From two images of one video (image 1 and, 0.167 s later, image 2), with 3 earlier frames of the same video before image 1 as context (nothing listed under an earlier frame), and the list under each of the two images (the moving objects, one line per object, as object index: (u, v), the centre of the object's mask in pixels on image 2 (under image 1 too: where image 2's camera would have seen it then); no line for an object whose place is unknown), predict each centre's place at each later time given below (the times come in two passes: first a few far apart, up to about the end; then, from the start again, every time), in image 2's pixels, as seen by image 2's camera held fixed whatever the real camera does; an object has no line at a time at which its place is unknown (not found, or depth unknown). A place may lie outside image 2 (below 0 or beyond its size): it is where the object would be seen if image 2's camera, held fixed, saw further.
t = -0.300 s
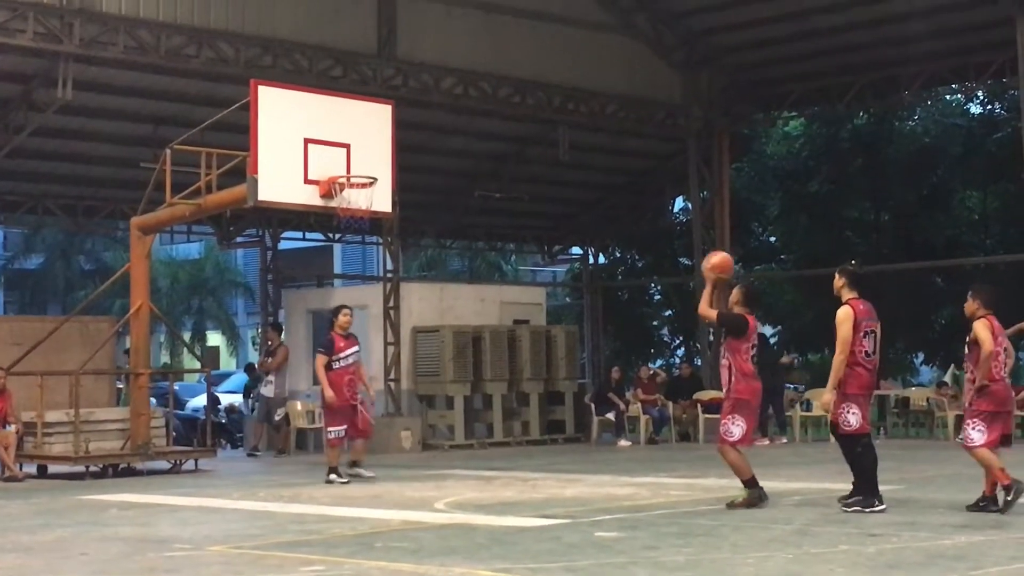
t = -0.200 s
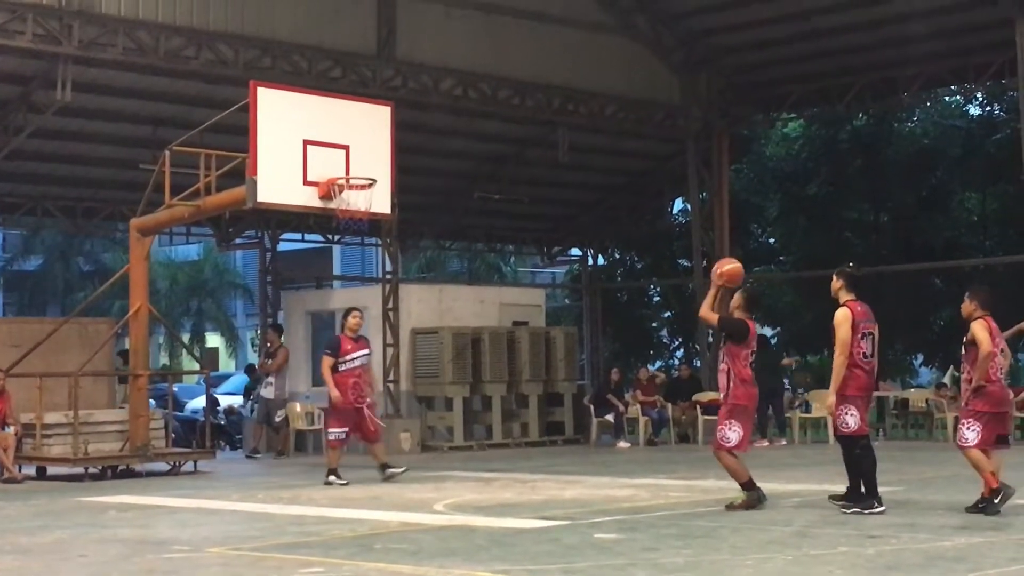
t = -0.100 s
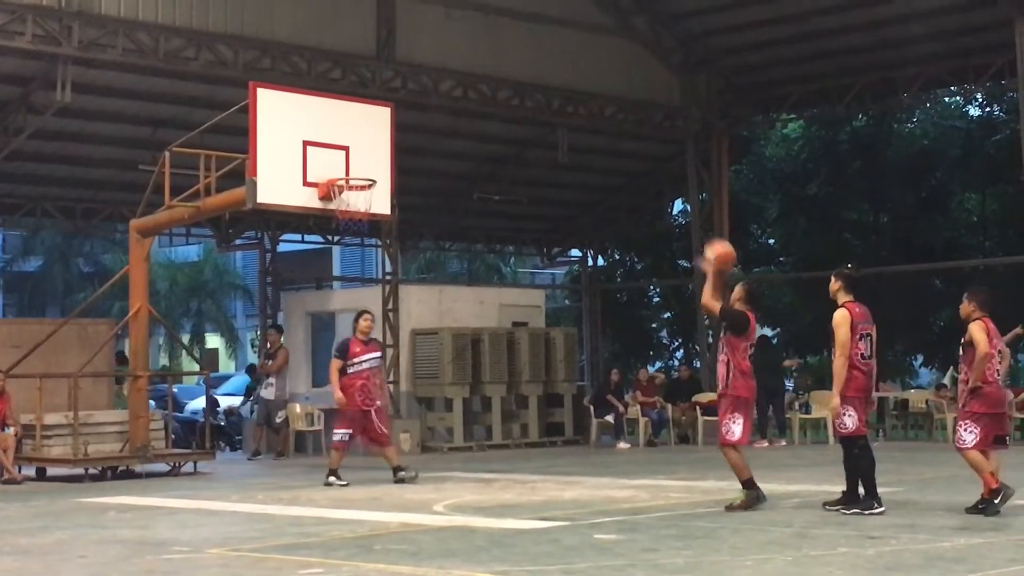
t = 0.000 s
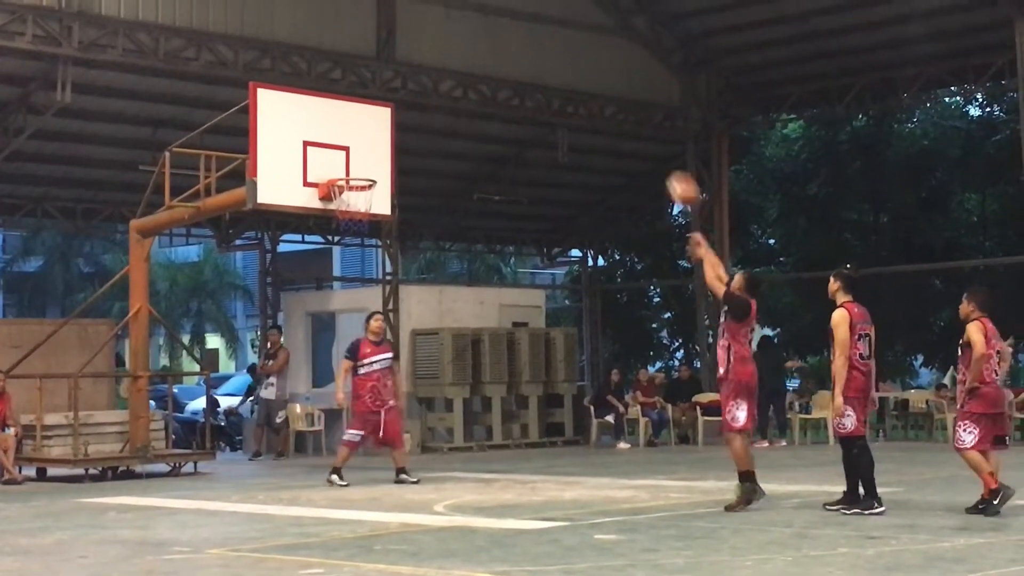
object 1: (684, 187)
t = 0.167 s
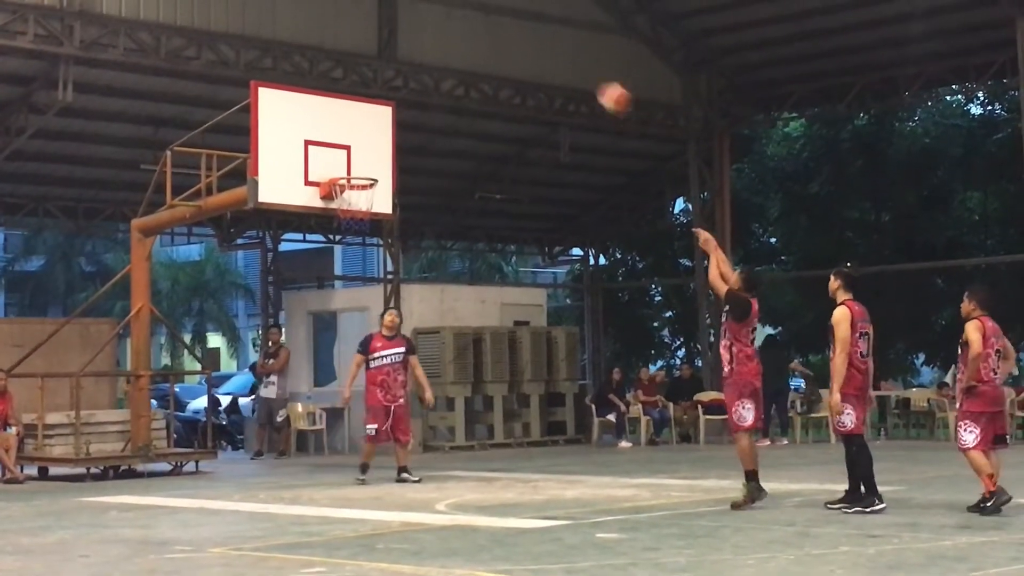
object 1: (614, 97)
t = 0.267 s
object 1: (575, 62)
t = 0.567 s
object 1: (471, 26)
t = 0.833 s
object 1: (393, 74)
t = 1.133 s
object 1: (365, 173)
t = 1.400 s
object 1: (327, 159)
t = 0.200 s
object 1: (601, 85)
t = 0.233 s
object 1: (589, 73)
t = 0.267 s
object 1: (575, 62)
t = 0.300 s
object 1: (563, 53)
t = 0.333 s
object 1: (550, 46)
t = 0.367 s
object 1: (538, 38)
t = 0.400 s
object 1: (527, 33)
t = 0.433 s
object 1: (515, 30)
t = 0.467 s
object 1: (504, 27)
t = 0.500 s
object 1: (493, 26)
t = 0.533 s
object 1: (482, 25)
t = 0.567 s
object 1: (471, 26)
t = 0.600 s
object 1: (460, 26)
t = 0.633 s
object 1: (451, 31)
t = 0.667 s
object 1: (441, 36)
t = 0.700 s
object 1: (430, 41)
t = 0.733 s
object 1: (421, 48)
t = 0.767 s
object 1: (411, 56)
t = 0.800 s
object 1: (402, 65)
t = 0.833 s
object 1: (393, 74)
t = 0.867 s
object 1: (384, 84)
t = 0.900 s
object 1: (375, 94)
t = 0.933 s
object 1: (366, 108)
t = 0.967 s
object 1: (358, 122)
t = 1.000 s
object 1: (349, 135)
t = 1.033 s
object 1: (342, 150)
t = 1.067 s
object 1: (351, 159)
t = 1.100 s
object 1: (361, 168)
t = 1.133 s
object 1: (365, 173)
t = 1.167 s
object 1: (360, 172)
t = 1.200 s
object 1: (350, 170)
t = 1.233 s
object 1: (341, 169)
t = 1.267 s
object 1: (337, 168)
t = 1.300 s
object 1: (333, 164)
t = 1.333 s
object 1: (329, 162)
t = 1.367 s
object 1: (326, 160)
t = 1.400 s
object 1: (327, 159)
